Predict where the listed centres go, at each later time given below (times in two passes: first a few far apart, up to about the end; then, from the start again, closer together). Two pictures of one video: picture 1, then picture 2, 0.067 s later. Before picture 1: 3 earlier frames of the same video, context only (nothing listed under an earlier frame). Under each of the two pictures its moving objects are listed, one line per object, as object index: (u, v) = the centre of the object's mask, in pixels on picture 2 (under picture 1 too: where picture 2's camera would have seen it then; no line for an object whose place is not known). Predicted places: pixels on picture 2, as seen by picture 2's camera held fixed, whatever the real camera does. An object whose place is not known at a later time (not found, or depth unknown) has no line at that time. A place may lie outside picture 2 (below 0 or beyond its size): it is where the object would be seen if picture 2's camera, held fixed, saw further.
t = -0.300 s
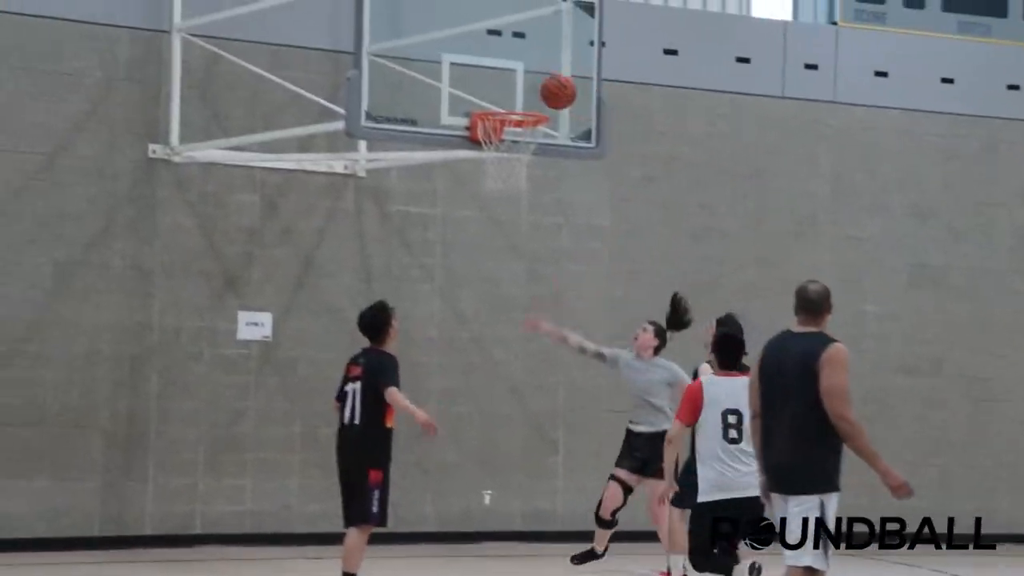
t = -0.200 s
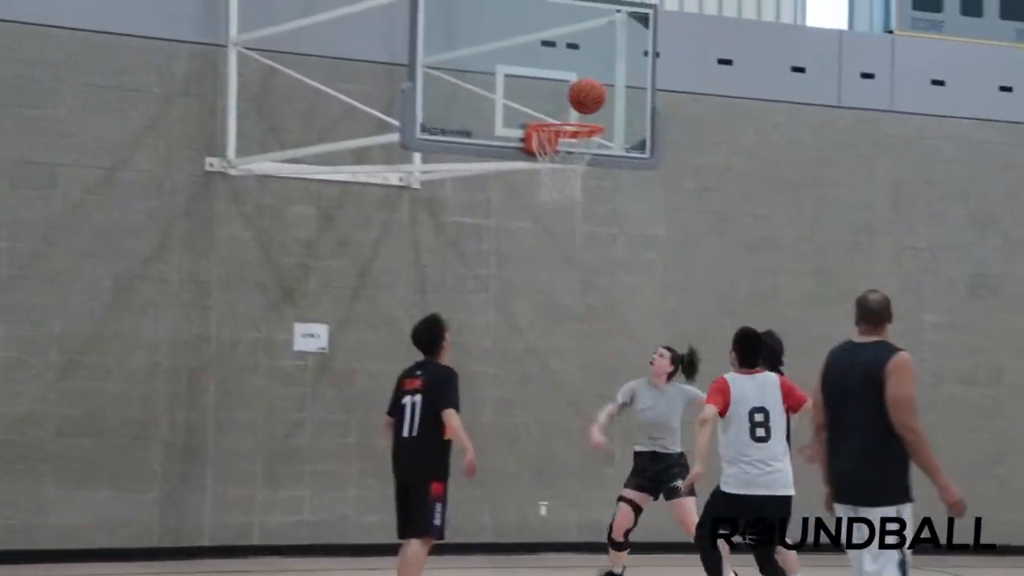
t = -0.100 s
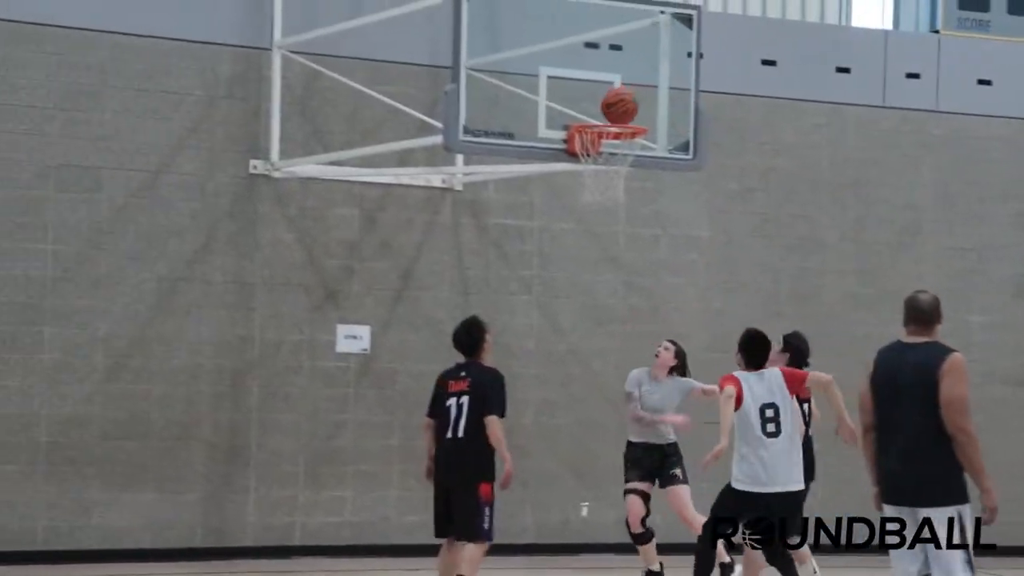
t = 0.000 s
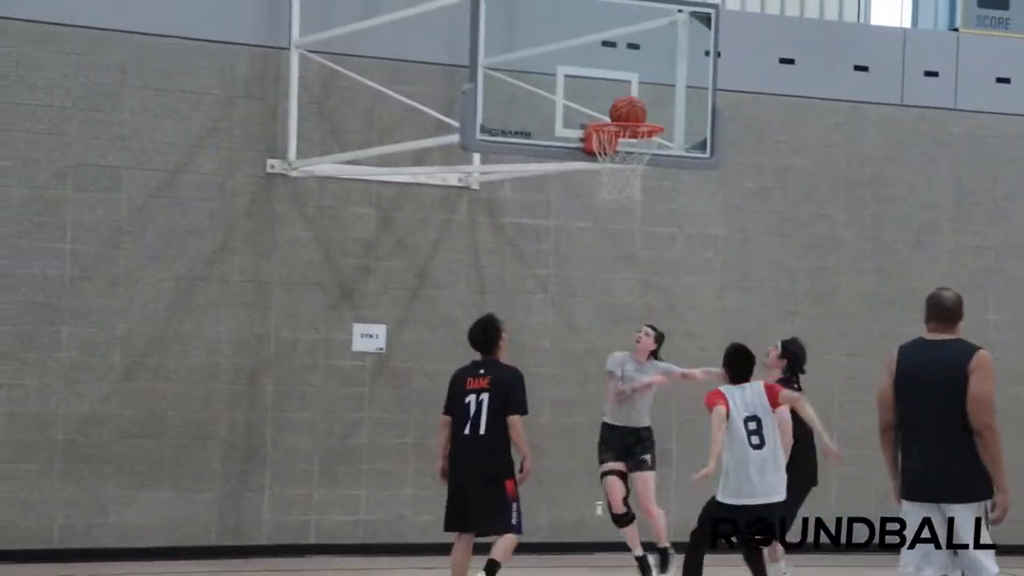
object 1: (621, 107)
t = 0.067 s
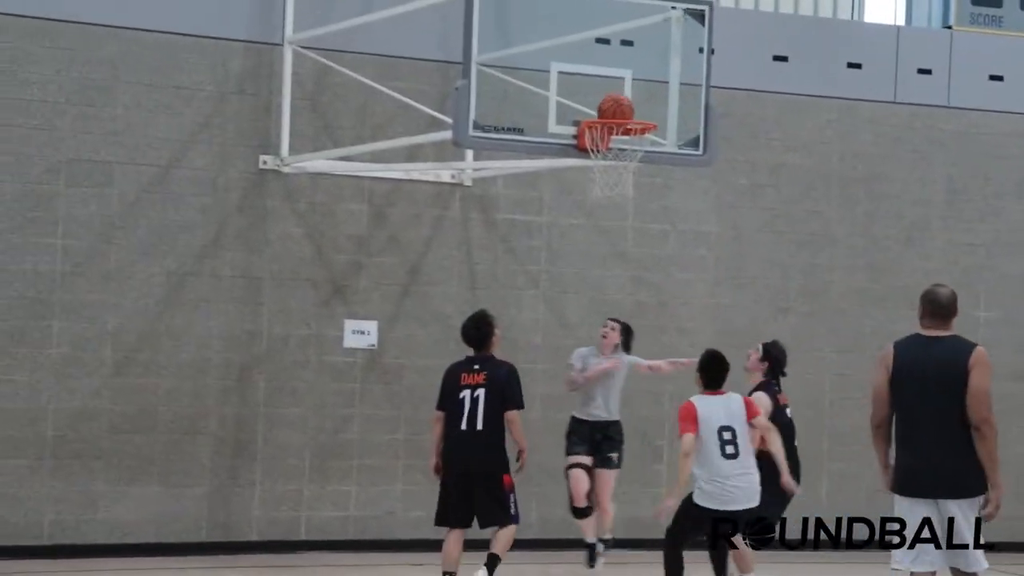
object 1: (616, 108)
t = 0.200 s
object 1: (617, 105)
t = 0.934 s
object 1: (609, 271)
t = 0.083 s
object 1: (614, 108)
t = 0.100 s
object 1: (613, 109)
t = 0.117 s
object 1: (611, 110)
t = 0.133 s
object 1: (612, 109)
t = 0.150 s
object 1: (614, 108)
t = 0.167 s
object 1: (615, 107)
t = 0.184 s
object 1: (616, 106)
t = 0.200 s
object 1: (617, 105)
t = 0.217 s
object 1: (618, 105)
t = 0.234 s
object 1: (619, 105)
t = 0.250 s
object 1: (620, 105)
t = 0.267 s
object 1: (622, 105)
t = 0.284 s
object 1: (623, 106)
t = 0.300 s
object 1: (624, 107)
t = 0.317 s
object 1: (625, 108)
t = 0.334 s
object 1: (625, 108)
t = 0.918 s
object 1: (609, 261)
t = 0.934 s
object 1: (609, 271)
